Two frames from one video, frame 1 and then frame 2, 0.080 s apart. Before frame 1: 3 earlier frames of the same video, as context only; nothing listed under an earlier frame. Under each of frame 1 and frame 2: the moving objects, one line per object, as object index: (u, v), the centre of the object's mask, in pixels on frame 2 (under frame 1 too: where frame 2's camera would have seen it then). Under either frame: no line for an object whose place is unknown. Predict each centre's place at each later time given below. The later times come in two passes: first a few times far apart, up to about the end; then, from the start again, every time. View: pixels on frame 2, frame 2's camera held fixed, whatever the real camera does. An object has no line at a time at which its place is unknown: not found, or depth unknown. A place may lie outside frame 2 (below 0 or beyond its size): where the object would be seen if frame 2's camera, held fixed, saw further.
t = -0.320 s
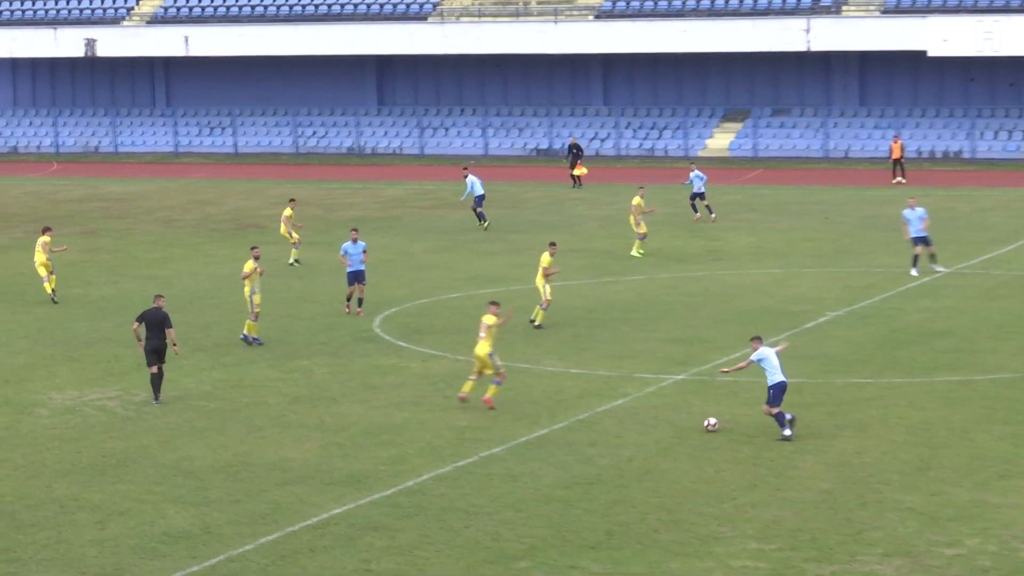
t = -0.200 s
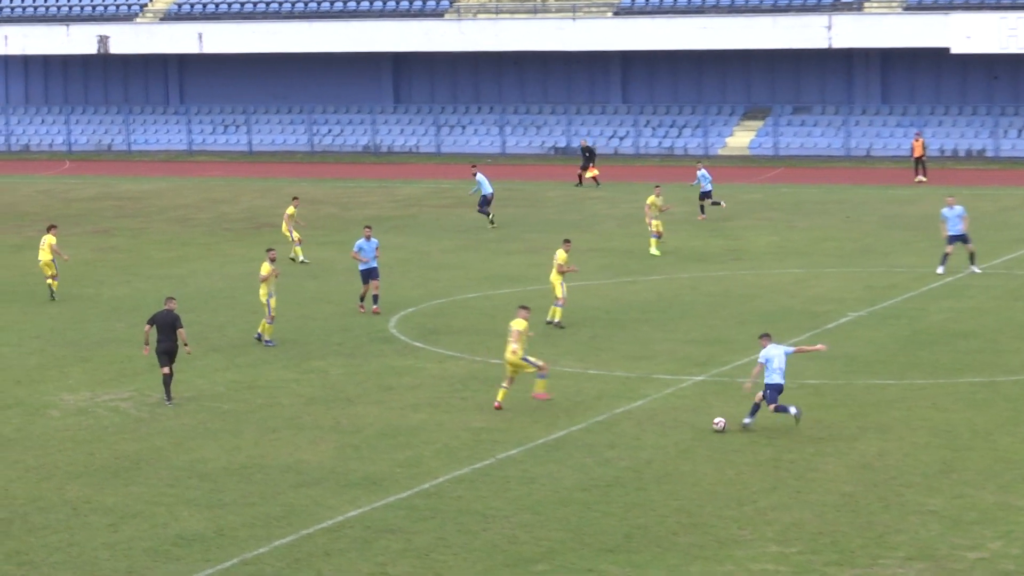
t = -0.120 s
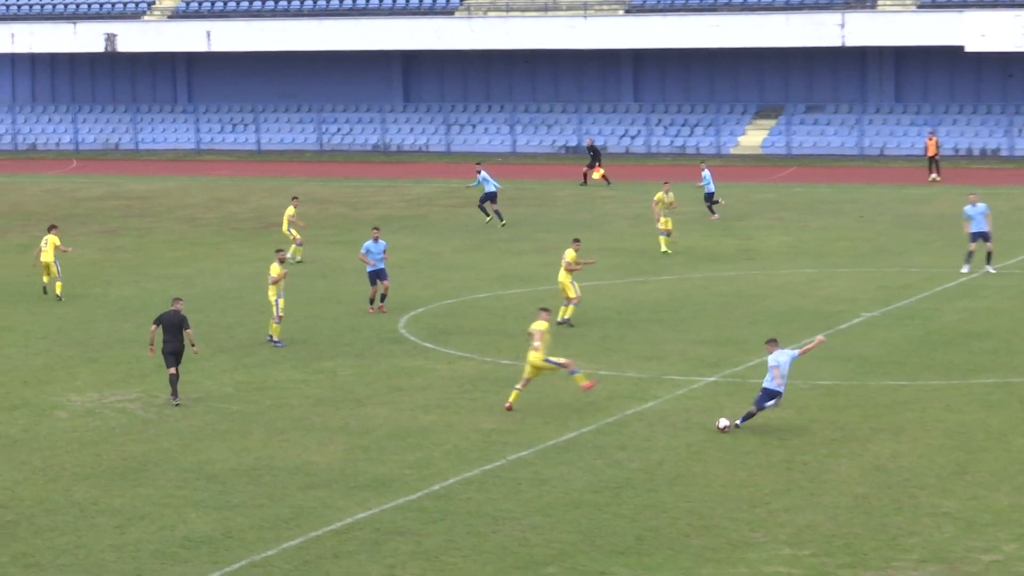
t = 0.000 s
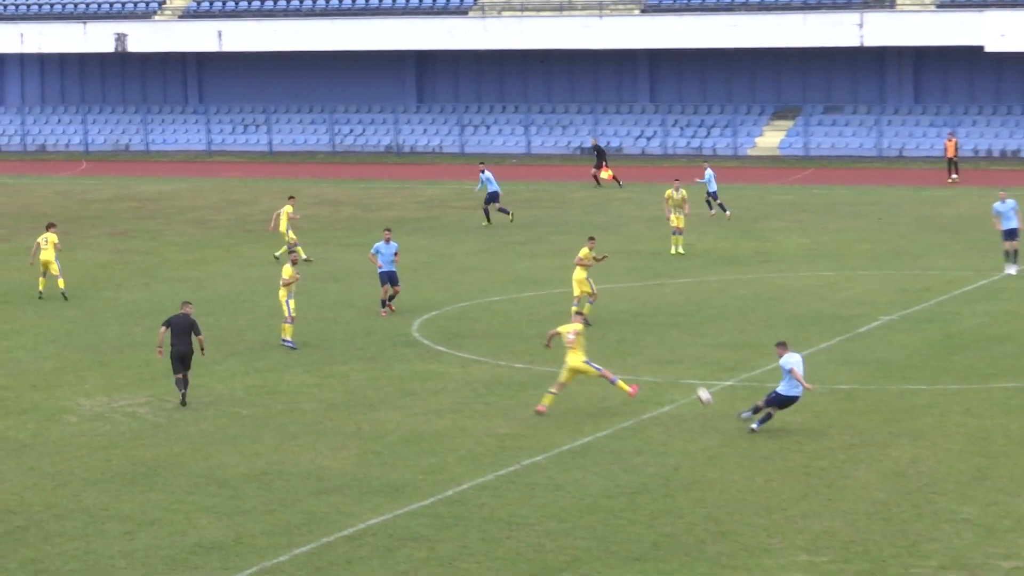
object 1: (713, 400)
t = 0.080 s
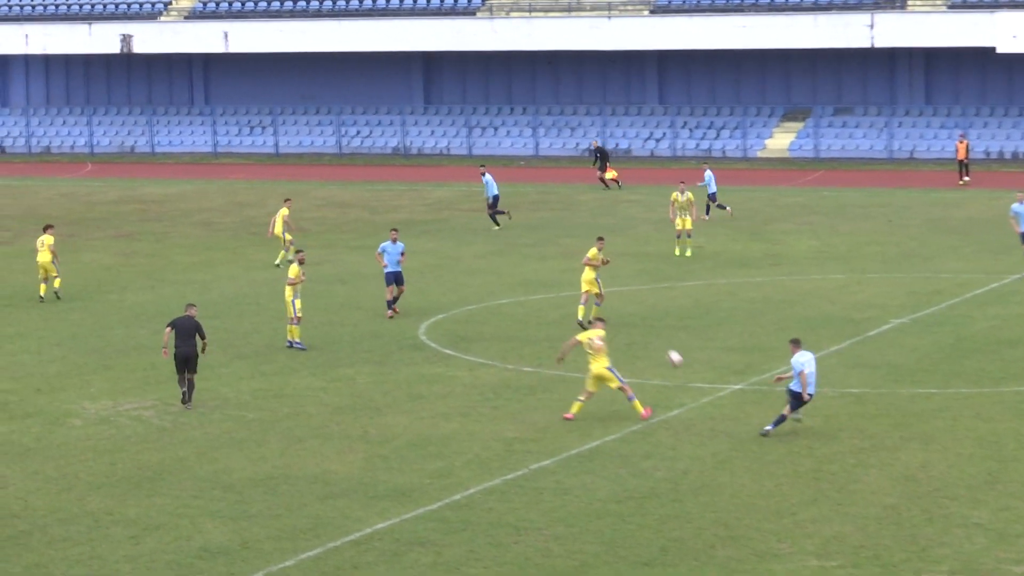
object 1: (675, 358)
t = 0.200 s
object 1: (622, 309)
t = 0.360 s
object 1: (564, 258)
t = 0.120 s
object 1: (656, 340)
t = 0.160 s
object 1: (639, 323)
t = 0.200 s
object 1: (622, 309)
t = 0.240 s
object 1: (606, 294)
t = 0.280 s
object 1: (591, 281)
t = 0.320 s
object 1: (577, 269)
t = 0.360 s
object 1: (564, 258)
